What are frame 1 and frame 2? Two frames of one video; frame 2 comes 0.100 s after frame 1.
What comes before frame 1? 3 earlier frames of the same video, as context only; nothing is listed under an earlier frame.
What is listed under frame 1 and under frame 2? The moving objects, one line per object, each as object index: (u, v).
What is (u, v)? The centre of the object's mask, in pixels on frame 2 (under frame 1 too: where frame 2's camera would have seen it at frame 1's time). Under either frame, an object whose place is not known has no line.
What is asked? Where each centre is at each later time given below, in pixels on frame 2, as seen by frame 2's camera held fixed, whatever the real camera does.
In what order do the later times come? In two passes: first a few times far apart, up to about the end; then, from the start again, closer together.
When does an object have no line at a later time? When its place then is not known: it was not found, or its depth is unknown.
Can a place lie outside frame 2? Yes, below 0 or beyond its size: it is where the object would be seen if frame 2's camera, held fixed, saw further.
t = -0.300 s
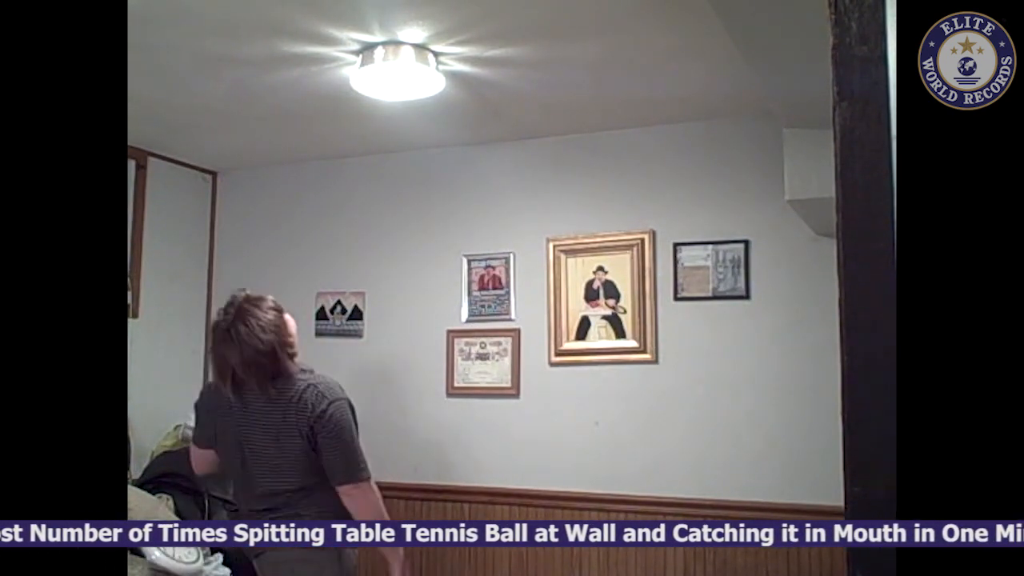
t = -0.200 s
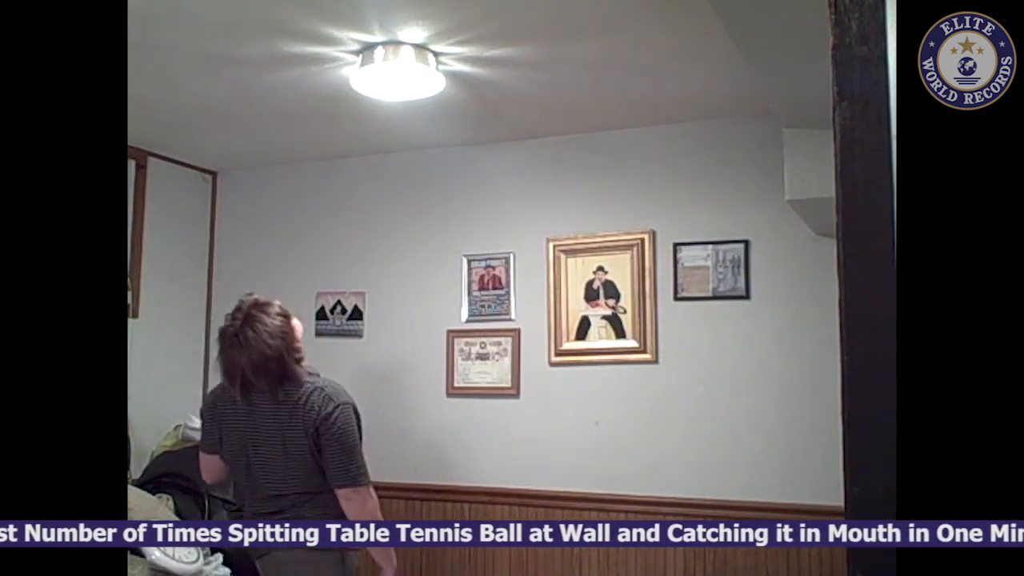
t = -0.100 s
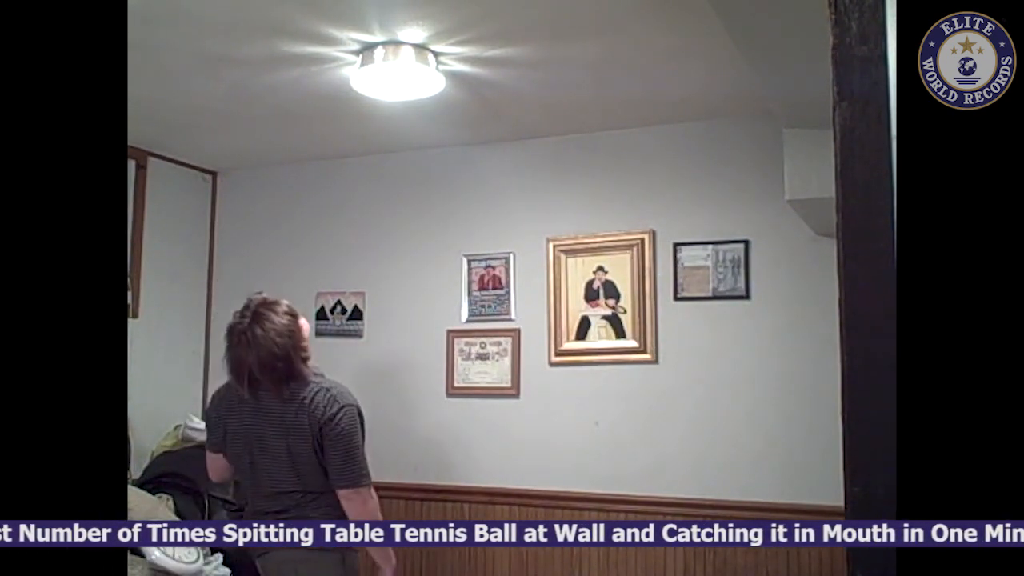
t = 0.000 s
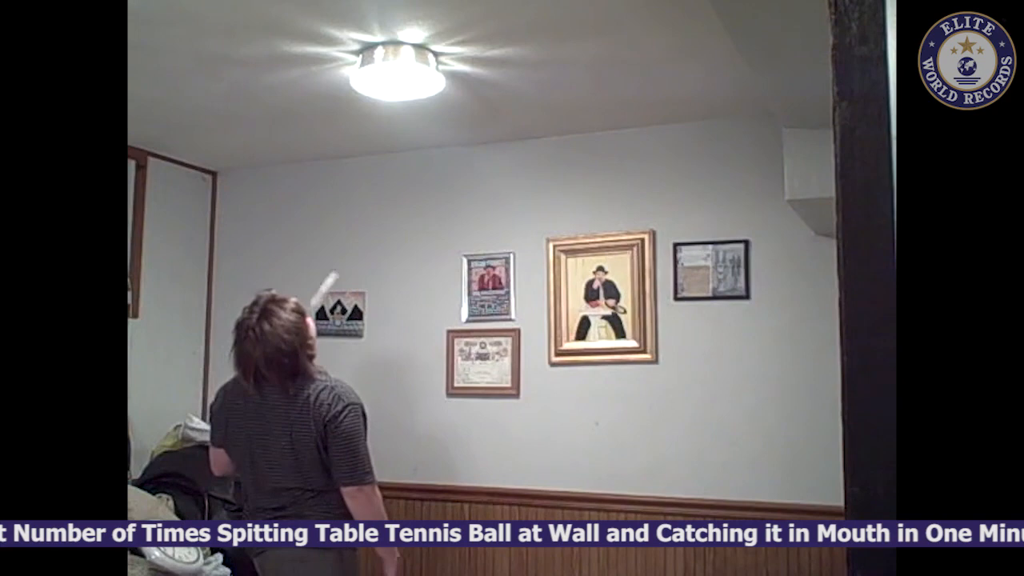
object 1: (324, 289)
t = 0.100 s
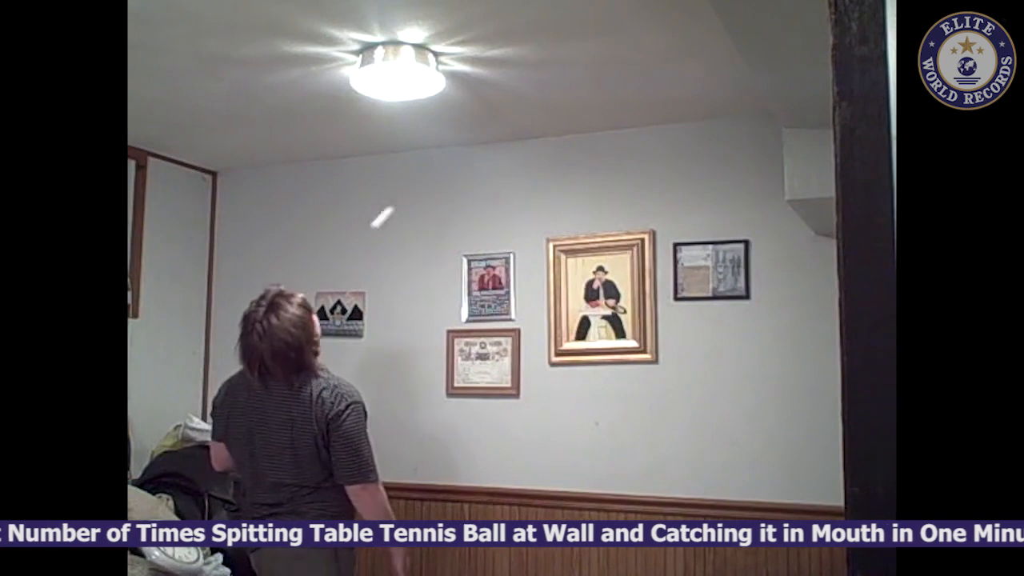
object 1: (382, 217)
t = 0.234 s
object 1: (444, 174)
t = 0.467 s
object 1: (437, 167)
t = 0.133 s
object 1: (399, 201)
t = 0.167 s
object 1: (414, 189)
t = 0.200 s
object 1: (430, 180)
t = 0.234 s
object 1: (444, 174)
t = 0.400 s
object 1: (454, 162)
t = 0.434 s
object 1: (445, 164)
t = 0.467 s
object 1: (437, 167)
